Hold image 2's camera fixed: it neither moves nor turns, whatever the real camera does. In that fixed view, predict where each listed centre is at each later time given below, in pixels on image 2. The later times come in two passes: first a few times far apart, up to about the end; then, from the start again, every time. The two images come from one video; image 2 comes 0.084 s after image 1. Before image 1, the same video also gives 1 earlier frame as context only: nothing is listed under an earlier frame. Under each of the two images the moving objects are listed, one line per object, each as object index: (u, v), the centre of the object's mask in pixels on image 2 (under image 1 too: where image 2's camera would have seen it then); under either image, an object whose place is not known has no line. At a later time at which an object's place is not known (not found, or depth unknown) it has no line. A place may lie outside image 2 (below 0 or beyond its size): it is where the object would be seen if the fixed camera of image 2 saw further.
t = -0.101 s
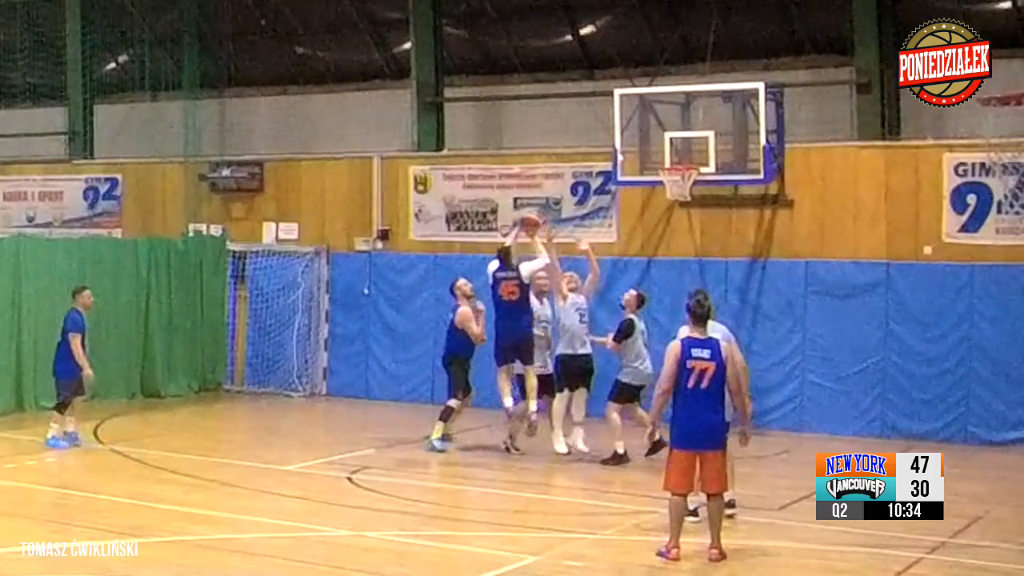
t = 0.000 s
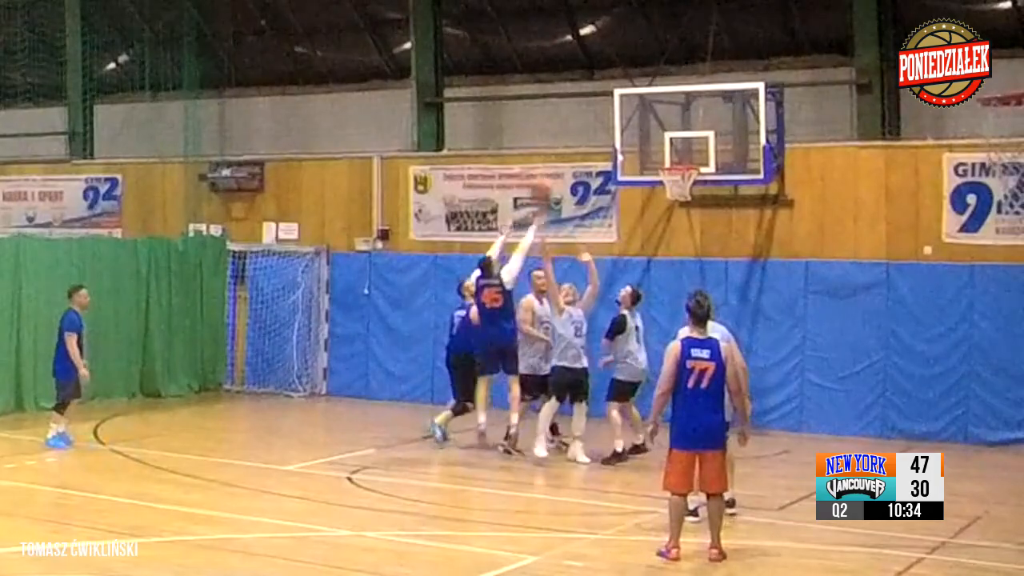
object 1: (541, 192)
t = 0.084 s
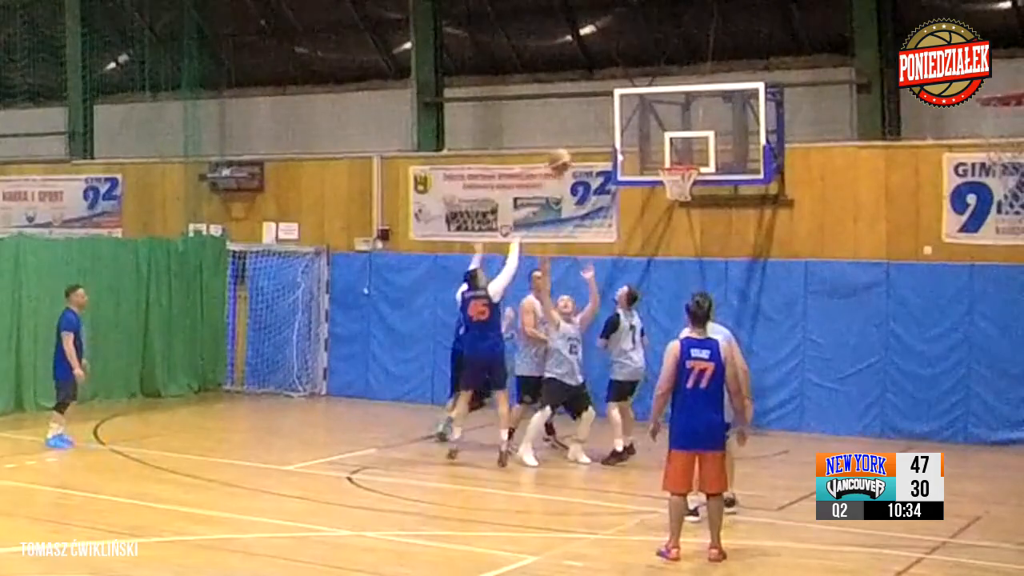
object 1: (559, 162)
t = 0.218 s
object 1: (587, 131)
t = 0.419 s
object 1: (629, 116)
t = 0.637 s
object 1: (668, 141)
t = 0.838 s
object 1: (664, 186)
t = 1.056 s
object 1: (642, 221)
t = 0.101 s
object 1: (563, 156)
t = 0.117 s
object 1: (566, 152)
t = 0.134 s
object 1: (570, 147)
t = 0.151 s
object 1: (574, 143)
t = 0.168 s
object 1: (577, 139)
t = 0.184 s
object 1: (580, 136)
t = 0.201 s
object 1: (583, 134)
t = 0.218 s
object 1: (587, 131)
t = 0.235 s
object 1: (591, 128)
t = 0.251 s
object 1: (594, 125)
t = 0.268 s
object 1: (597, 124)
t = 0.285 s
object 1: (600, 122)
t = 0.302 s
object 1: (603, 120)
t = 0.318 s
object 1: (607, 119)
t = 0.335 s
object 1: (611, 117)
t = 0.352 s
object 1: (614, 117)
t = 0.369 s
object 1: (617, 116)
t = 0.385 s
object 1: (622, 116)
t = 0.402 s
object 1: (625, 116)
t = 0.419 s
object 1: (629, 116)
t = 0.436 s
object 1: (631, 116)
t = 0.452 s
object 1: (634, 117)
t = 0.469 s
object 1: (636, 118)
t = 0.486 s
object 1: (640, 119)
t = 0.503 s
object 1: (643, 119)
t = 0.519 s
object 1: (646, 120)
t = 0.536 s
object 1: (649, 123)
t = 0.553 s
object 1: (652, 125)
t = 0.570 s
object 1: (656, 128)
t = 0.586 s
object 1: (659, 131)
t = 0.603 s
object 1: (661, 134)
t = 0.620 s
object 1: (665, 137)
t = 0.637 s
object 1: (668, 141)
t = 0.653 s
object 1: (671, 143)
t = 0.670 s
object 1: (677, 148)
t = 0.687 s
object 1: (679, 150)
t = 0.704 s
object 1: (681, 156)
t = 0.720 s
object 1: (686, 159)
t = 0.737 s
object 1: (688, 162)
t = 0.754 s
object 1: (689, 163)
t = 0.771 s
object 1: (684, 168)
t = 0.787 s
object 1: (677, 172)
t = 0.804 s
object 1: (673, 176)
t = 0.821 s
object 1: (667, 181)
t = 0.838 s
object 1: (664, 186)
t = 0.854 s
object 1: (662, 189)
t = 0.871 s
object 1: (660, 189)
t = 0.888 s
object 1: (660, 192)
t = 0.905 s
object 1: (659, 194)
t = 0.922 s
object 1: (657, 196)
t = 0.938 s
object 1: (656, 199)
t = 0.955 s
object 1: (653, 201)
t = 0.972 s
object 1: (652, 203)
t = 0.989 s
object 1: (649, 207)
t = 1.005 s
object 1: (646, 210)
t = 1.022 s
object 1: (645, 214)
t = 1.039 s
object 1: (644, 217)
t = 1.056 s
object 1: (642, 221)
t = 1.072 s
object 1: (640, 225)
